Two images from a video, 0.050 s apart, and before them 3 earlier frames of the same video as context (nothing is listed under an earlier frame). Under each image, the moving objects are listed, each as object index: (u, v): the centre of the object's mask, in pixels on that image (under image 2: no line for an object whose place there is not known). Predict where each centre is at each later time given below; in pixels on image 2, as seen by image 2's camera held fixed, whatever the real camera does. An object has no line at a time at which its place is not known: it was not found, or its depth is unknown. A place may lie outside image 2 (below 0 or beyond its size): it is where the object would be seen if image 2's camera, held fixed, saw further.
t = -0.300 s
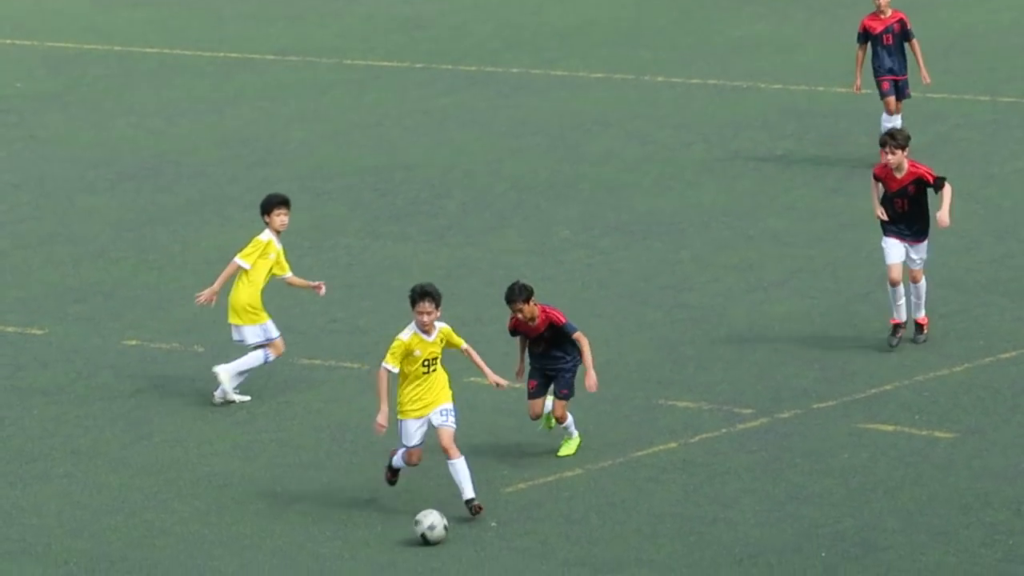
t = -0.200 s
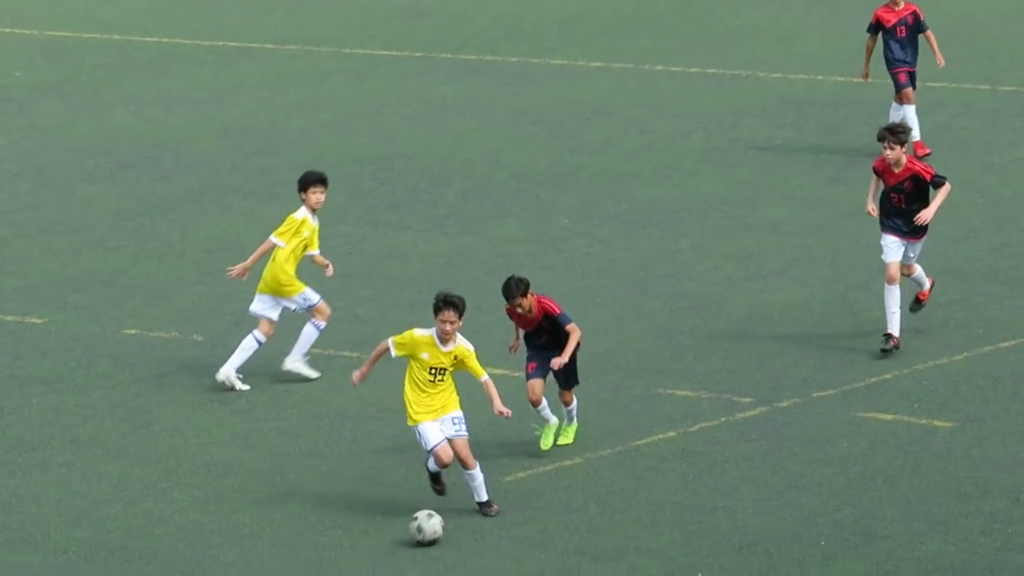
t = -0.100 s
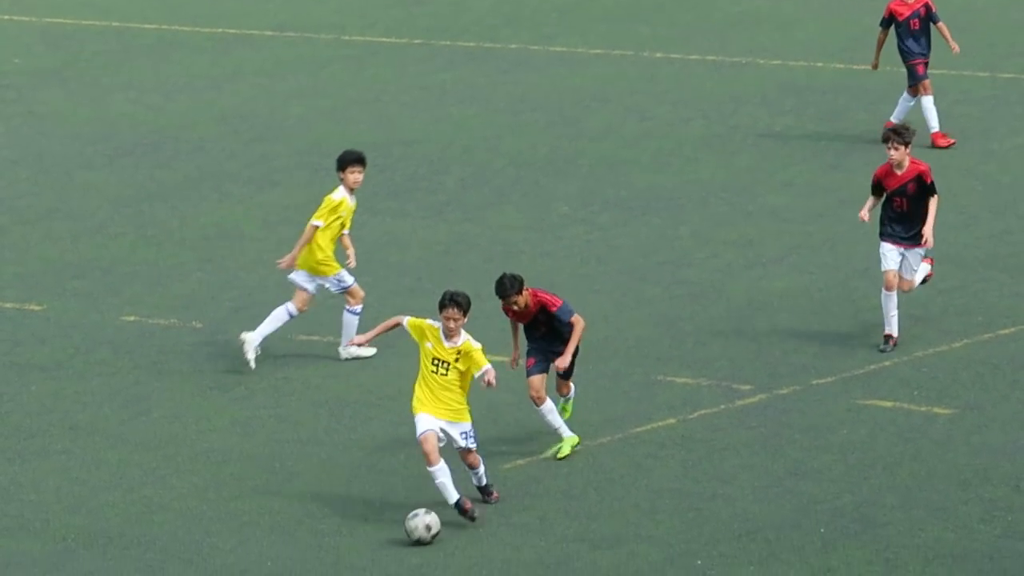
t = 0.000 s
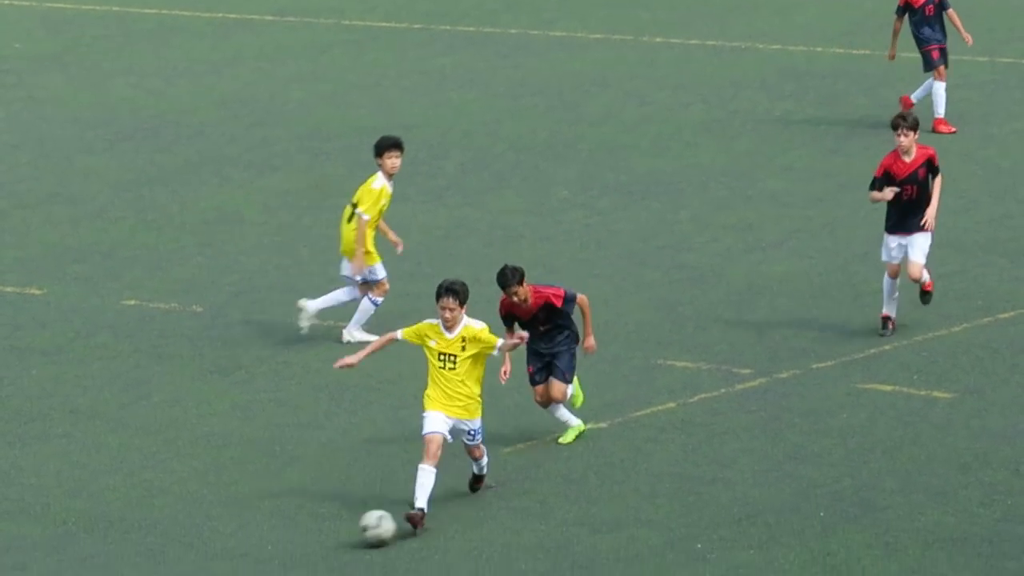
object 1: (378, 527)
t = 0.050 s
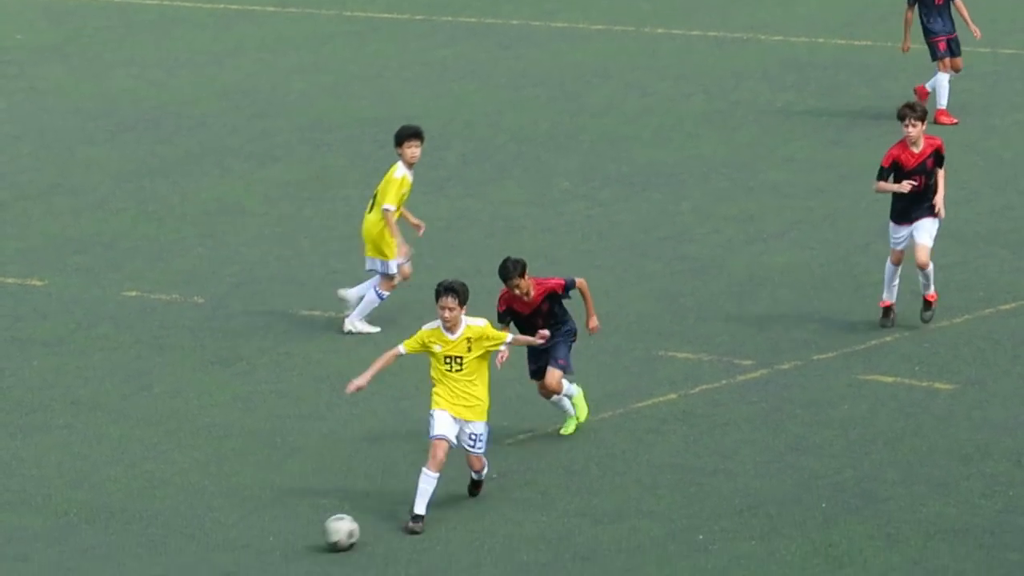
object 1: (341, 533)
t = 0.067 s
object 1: (329, 536)
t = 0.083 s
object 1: (317, 539)
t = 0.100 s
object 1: (305, 543)
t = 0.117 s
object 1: (295, 547)
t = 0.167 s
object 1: (260, 559)
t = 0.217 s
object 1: (229, 570)
